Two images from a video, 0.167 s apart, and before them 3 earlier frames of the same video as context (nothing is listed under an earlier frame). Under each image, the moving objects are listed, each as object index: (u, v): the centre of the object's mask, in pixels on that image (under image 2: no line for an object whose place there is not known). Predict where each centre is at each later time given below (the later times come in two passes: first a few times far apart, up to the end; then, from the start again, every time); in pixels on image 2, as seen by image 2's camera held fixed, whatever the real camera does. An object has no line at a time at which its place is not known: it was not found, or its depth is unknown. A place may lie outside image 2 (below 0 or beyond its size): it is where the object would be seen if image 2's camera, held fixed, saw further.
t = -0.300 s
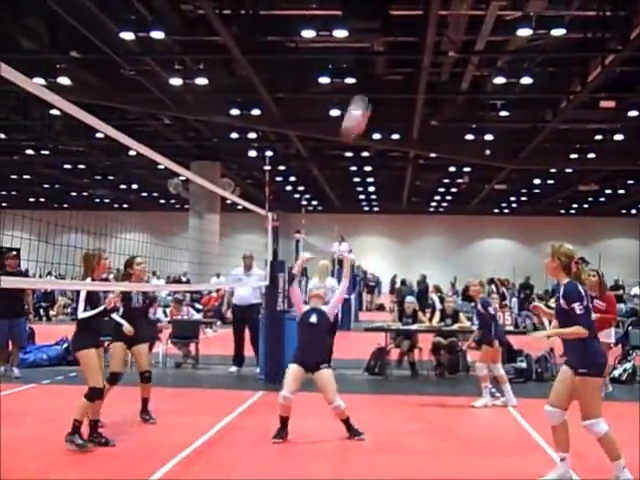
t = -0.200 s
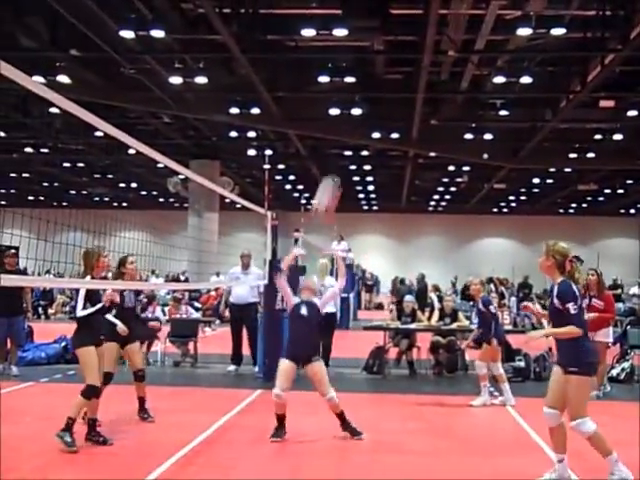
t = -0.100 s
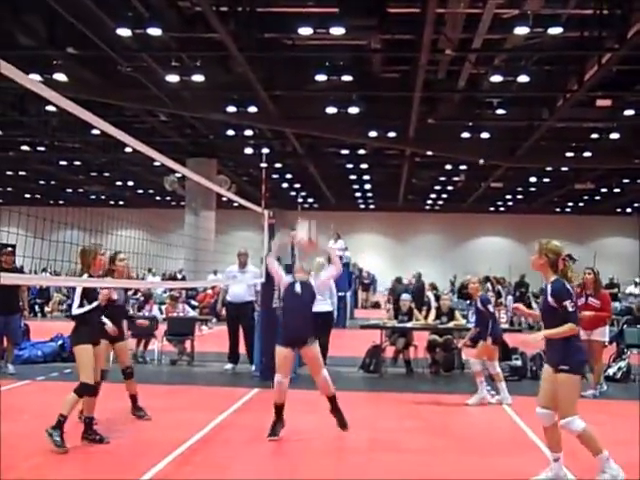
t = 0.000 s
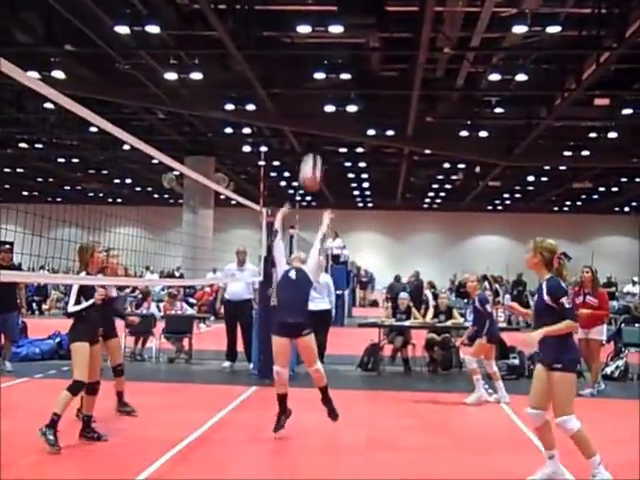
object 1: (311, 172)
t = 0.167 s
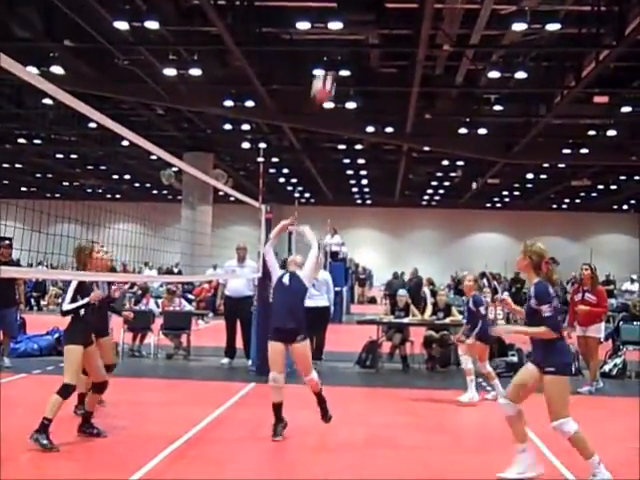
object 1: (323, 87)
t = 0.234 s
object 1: (329, 64)
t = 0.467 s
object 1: (343, 19)
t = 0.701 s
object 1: (354, 30)
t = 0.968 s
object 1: (364, 100)
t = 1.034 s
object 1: (365, 127)
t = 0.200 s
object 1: (325, 75)
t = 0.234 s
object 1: (329, 64)
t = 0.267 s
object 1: (330, 54)
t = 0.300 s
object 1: (333, 46)
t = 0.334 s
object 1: (335, 40)
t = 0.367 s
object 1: (337, 32)
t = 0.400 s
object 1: (339, 26)
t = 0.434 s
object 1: (341, 23)
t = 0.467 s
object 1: (343, 19)
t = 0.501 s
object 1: (345, 17)
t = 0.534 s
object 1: (347, 17)
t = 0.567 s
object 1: (348, 17)
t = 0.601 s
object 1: (350, 19)
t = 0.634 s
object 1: (352, 22)
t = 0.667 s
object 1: (353, 25)
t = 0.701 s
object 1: (354, 30)
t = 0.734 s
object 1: (356, 35)
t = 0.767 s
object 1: (357, 42)
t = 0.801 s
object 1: (358, 49)
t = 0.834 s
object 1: (359, 57)
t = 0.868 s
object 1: (361, 67)
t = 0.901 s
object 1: (362, 77)
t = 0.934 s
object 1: (363, 88)
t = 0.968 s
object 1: (364, 100)
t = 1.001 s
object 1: (365, 113)
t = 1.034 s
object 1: (365, 127)
